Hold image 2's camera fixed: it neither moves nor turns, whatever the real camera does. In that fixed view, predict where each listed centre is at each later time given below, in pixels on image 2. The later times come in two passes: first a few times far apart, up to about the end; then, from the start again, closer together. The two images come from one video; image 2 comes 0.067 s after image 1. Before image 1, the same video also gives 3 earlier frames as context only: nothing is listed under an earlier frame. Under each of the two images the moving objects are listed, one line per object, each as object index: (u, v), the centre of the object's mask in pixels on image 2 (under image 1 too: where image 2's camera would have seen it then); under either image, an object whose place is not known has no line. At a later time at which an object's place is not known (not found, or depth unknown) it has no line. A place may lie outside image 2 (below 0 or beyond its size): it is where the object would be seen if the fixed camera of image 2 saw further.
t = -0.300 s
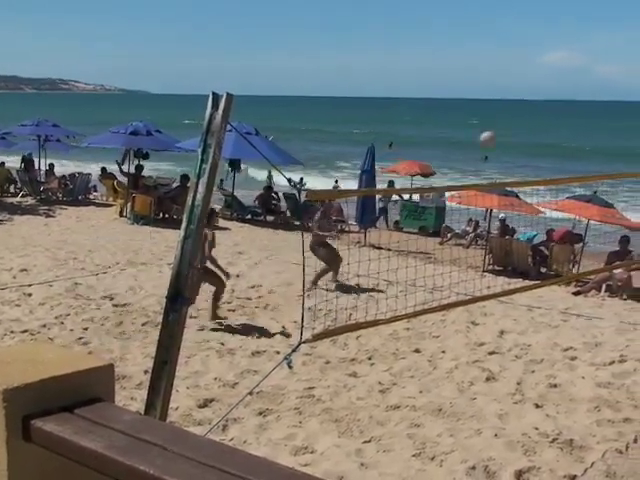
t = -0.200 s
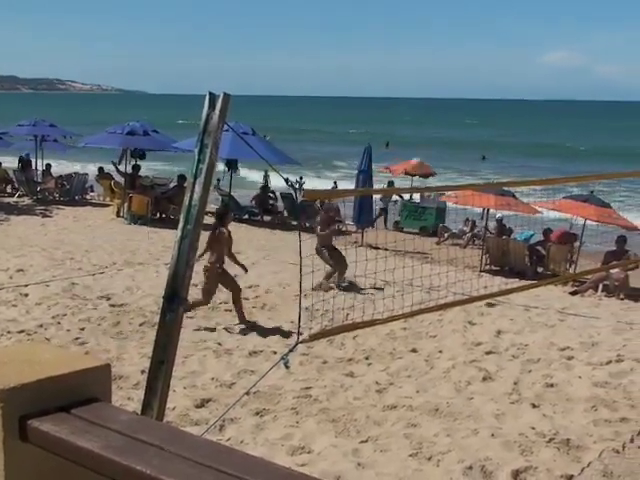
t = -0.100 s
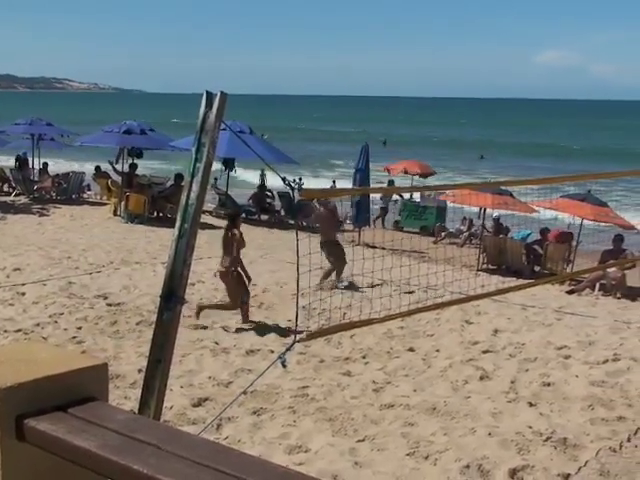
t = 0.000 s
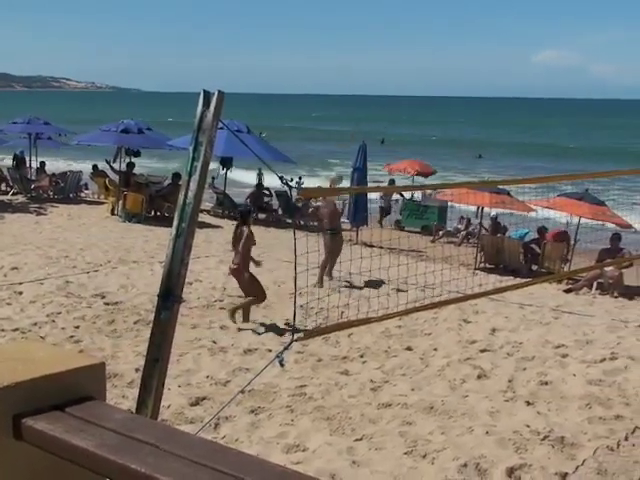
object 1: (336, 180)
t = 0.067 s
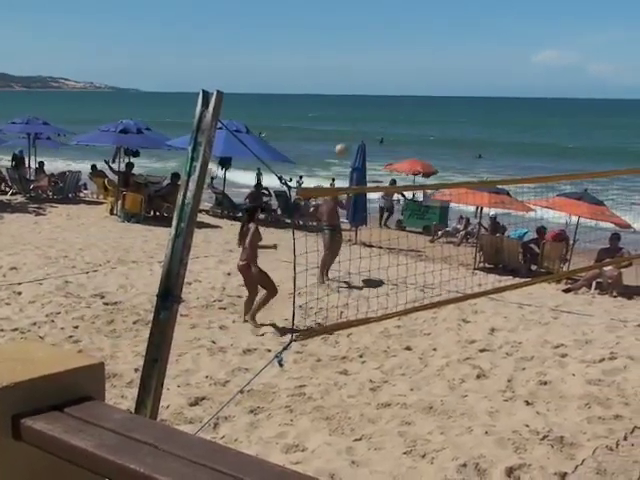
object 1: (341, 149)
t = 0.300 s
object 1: (364, 70)
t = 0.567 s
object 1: (390, 17)
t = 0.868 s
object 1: (417, 17)
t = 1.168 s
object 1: (443, 87)
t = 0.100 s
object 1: (343, 135)
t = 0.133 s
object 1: (346, 123)
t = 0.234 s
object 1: (359, 89)
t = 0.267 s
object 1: (361, 80)
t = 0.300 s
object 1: (364, 70)
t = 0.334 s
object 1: (367, 61)
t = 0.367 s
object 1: (370, 53)
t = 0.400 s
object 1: (374, 45)
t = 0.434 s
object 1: (377, 38)
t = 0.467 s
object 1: (380, 32)
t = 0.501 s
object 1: (383, 26)
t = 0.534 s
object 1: (387, 21)
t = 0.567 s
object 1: (390, 17)
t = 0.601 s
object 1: (393, 14)
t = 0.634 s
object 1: (396, 11)
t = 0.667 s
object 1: (399, 10)
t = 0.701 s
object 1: (402, 9)
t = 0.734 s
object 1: (405, 9)
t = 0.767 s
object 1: (408, 9)
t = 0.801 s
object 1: (411, 11)
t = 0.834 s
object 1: (414, 14)
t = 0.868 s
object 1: (417, 17)
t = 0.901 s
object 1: (420, 21)
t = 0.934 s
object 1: (423, 26)
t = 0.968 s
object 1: (426, 32)
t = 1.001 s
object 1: (429, 39)
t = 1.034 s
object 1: (432, 47)
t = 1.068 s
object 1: (434, 56)
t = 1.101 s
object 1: (437, 66)
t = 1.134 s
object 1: (440, 77)
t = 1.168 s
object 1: (443, 87)
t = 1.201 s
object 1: (445, 100)
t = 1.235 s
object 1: (447, 114)
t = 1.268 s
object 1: (450, 128)
